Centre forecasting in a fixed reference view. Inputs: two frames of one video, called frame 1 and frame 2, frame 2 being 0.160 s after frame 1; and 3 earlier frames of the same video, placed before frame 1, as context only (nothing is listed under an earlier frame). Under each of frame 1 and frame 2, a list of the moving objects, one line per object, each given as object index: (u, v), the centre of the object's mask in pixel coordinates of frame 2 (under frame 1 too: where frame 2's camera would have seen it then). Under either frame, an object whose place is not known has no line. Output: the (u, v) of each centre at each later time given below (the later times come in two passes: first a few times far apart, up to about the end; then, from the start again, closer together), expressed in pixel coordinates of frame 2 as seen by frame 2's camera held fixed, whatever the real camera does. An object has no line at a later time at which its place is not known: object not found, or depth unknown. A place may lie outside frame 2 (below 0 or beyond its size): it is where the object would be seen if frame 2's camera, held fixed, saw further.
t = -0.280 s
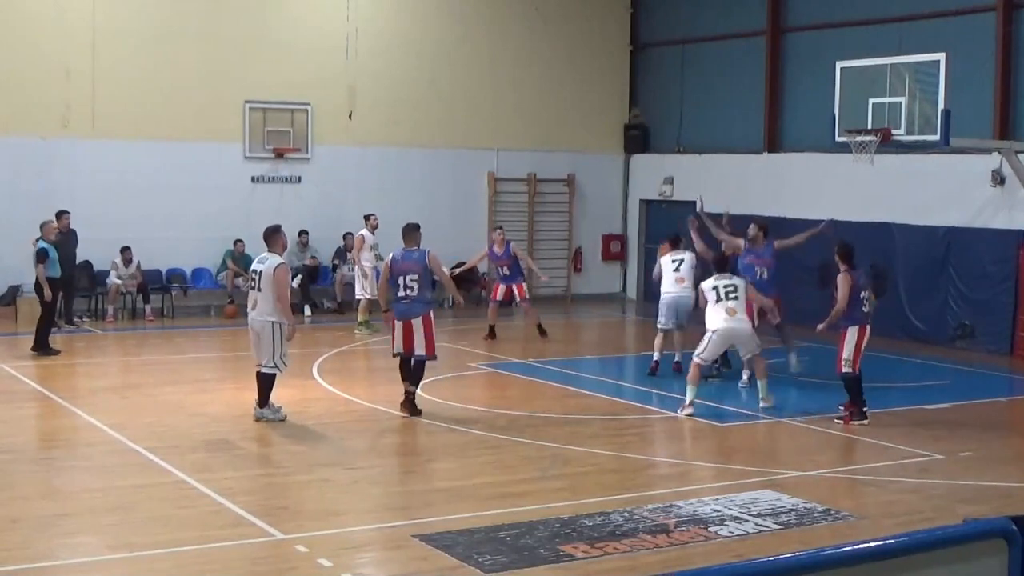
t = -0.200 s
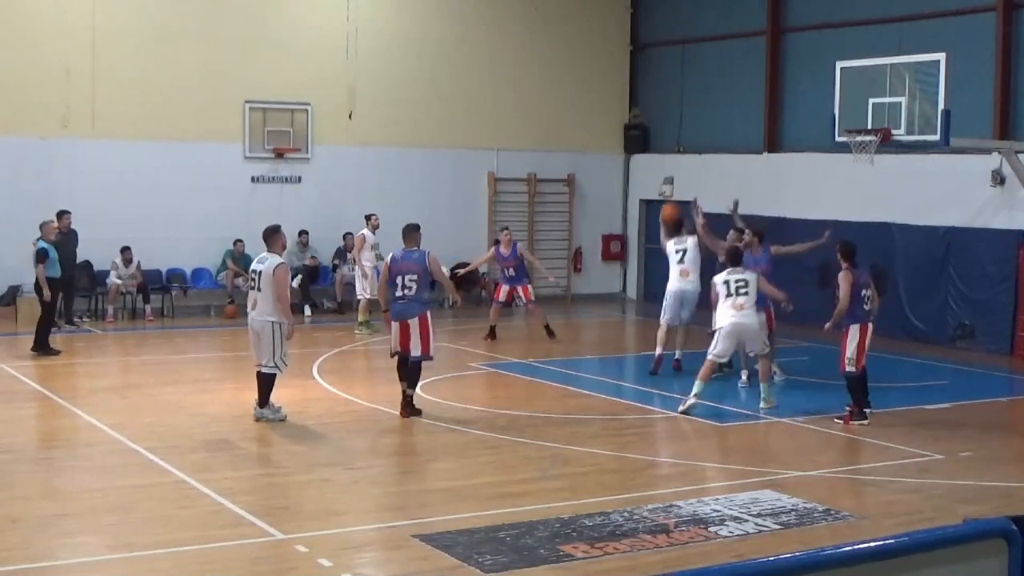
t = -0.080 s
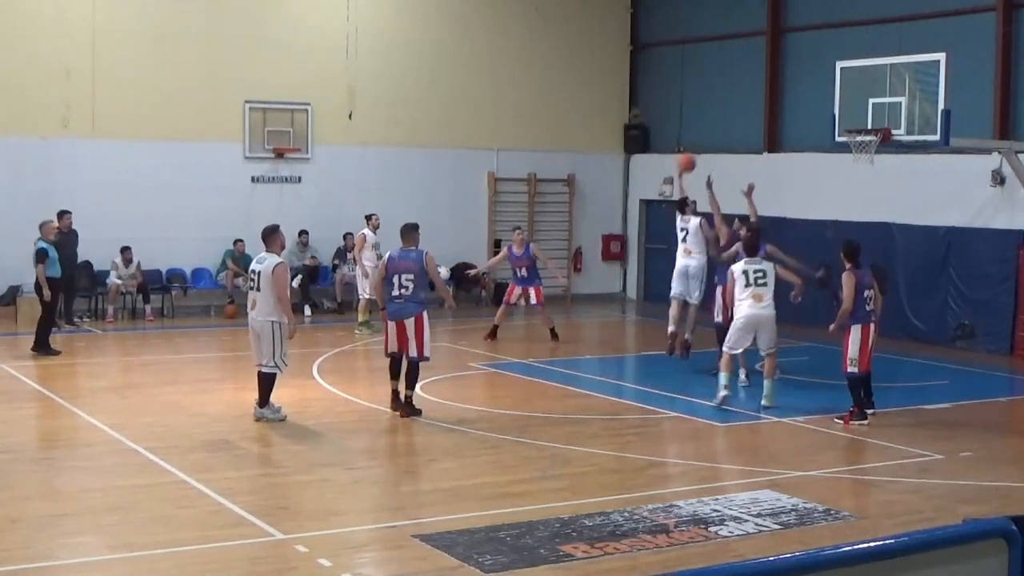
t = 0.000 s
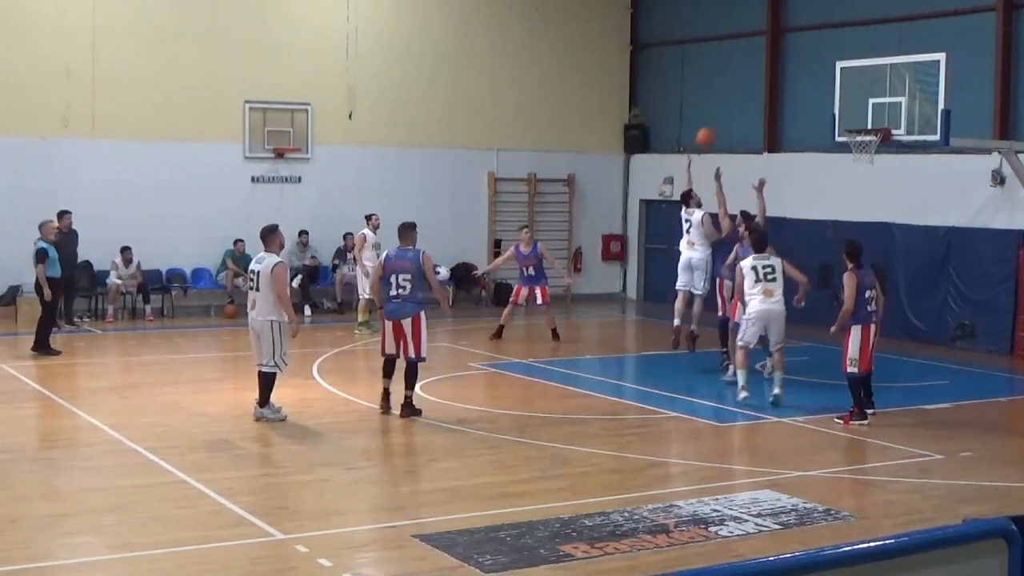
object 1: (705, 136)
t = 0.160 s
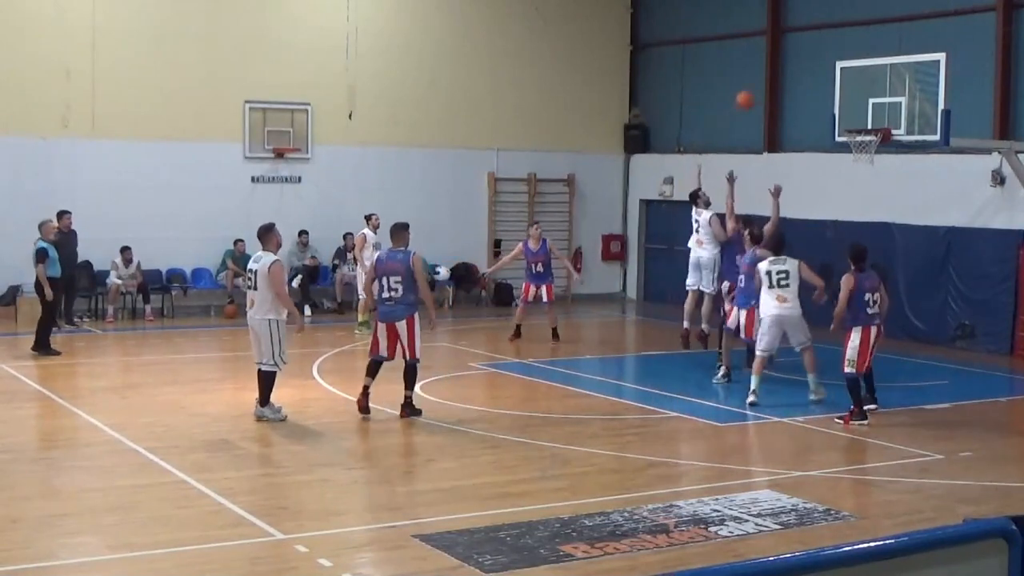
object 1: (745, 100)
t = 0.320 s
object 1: (783, 84)
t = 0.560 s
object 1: (838, 97)
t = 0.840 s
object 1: (858, 136)
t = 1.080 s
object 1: (856, 141)
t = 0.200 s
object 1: (754, 94)
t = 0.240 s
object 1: (764, 89)
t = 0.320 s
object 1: (783, 84)
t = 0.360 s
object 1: (792, 83)
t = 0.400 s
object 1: (801, 83)
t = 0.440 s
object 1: (811, 84)
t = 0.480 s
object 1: (820, 87)
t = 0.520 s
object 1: (829, 92)
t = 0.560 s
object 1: (838, 97)
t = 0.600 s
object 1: (848, 104)
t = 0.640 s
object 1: (857, 111)
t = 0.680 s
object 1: (865, 120)
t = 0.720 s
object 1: (870, 123)
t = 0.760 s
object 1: (867, 130)
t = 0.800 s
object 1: (863, 134)
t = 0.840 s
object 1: (858, 136)
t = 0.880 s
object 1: (853, 142)
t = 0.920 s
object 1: (850, 143)
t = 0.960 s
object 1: (850, 142)
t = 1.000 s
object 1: (852, 140)
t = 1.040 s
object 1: (854, 140)
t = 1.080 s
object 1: (856, 141)
